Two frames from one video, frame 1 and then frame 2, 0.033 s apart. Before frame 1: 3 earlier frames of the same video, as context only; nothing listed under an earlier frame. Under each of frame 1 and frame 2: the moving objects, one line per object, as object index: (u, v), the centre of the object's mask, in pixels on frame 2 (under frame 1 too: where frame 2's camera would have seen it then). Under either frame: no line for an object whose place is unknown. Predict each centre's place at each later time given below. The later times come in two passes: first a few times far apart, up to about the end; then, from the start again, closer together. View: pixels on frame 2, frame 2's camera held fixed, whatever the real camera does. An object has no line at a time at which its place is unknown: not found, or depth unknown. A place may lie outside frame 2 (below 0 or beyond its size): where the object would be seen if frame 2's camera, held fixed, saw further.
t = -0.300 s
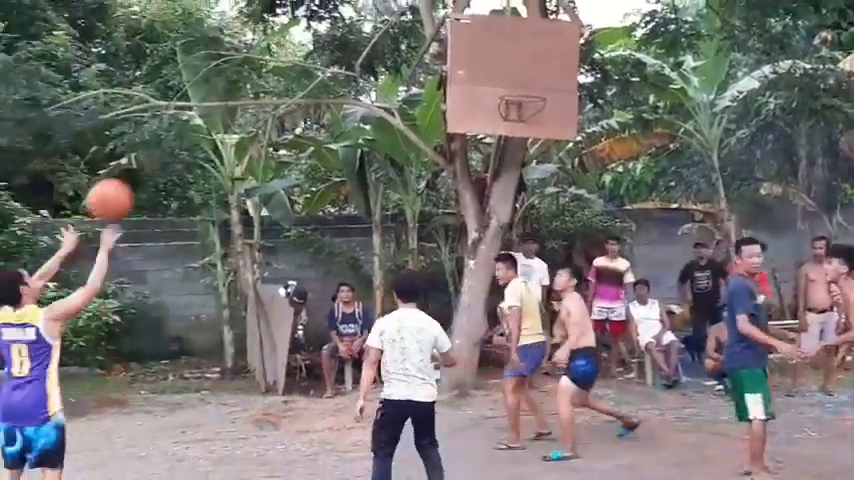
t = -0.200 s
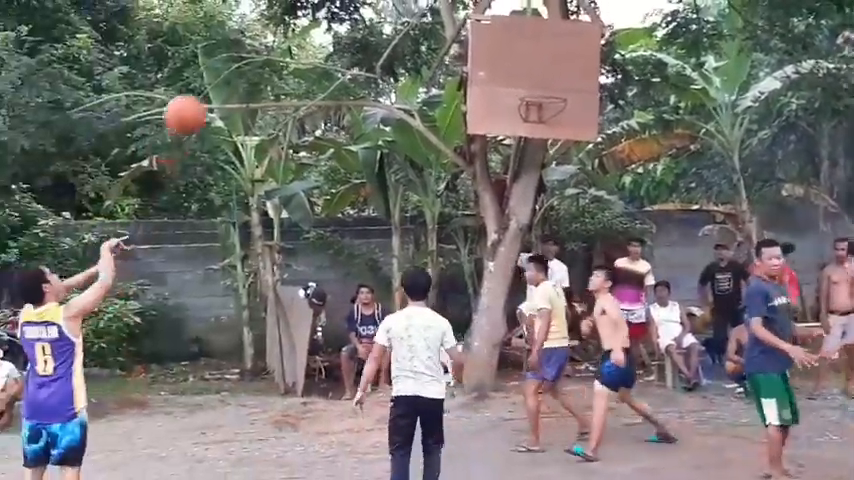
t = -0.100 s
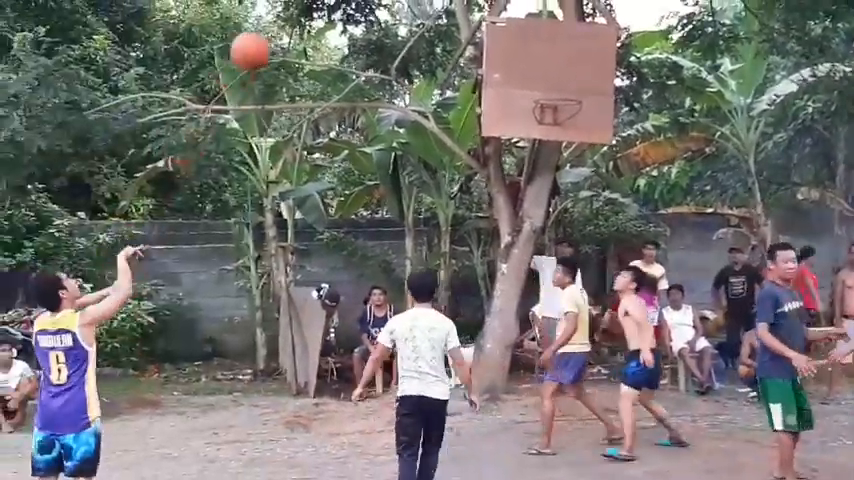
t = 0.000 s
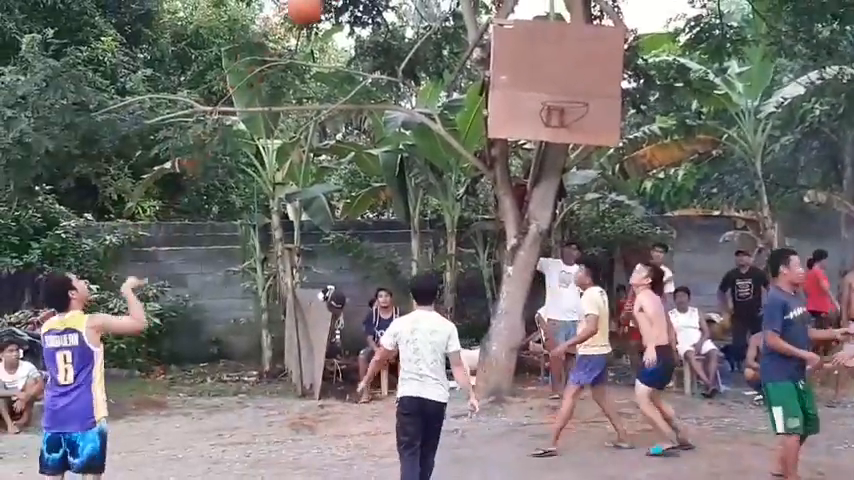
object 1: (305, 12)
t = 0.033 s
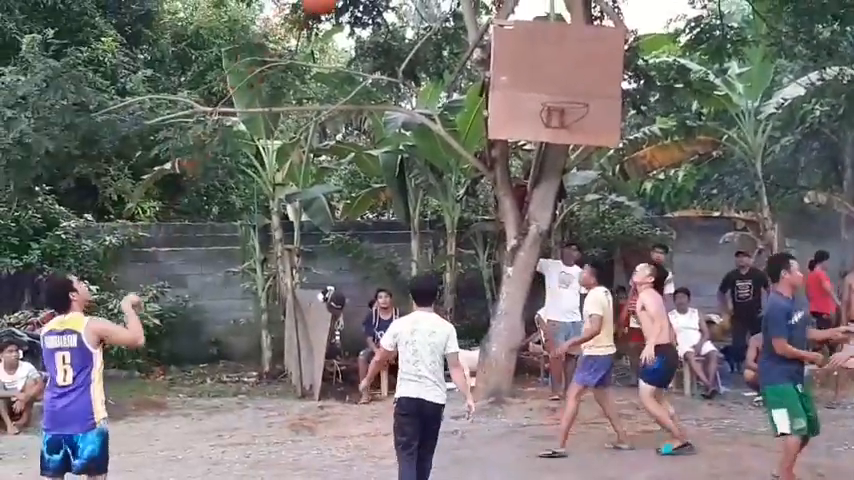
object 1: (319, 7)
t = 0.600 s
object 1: (522, 36)
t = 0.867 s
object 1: (578, 69)
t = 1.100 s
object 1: (615, 81)
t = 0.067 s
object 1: (331, 1)
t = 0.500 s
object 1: (491, 3)
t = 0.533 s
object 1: (501, 11)
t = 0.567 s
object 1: (512, 23)
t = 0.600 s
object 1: (522, 36)
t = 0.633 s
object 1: (532, 50)
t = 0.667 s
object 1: (542, 66)
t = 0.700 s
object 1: (551, 82)
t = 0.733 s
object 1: (559, 88)
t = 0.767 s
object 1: (563, 81)
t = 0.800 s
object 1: (567, 76)
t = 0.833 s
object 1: (572, 72)
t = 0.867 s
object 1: (578, 69)
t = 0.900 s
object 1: (584, 66)
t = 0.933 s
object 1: (588, 67)
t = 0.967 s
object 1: (593, 68)
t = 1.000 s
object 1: (598, 70)
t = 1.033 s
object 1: (604, 73)
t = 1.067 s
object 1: (609, 76)
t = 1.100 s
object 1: (615, 81)
